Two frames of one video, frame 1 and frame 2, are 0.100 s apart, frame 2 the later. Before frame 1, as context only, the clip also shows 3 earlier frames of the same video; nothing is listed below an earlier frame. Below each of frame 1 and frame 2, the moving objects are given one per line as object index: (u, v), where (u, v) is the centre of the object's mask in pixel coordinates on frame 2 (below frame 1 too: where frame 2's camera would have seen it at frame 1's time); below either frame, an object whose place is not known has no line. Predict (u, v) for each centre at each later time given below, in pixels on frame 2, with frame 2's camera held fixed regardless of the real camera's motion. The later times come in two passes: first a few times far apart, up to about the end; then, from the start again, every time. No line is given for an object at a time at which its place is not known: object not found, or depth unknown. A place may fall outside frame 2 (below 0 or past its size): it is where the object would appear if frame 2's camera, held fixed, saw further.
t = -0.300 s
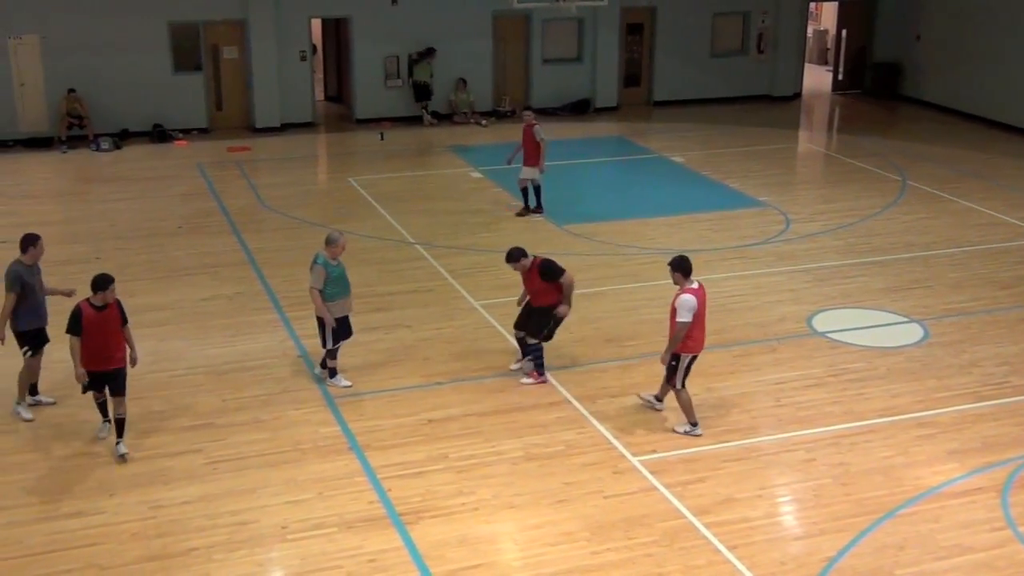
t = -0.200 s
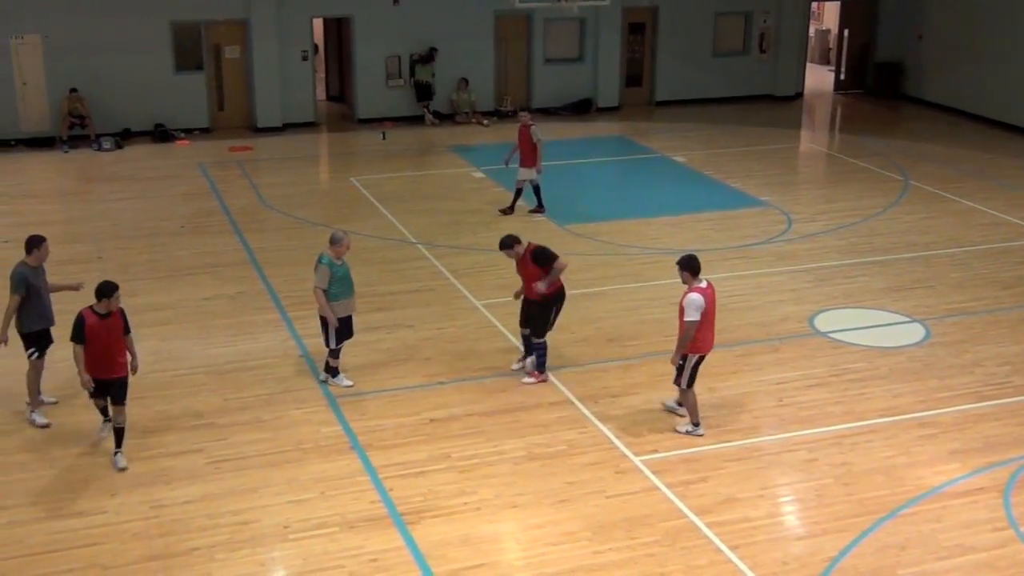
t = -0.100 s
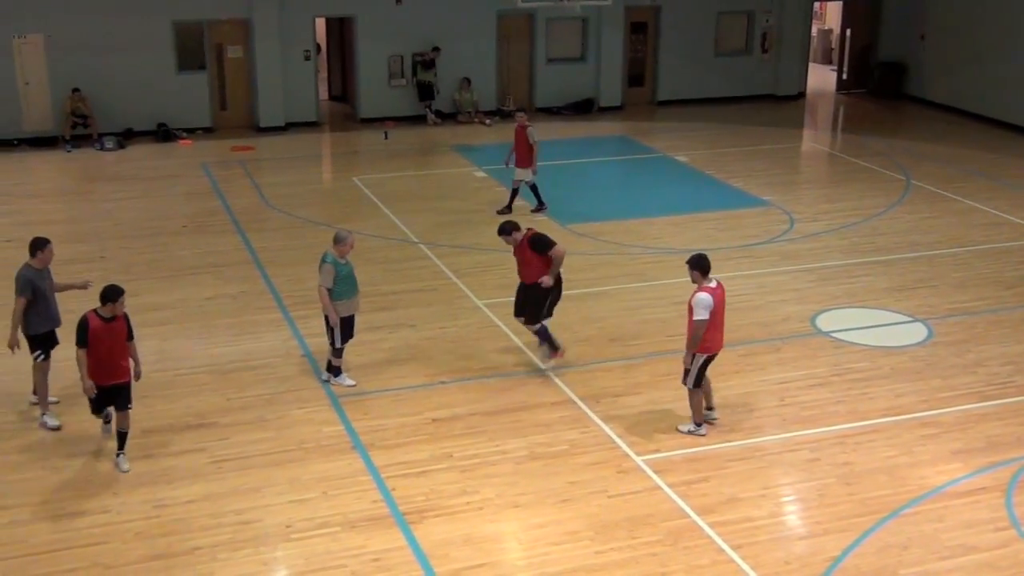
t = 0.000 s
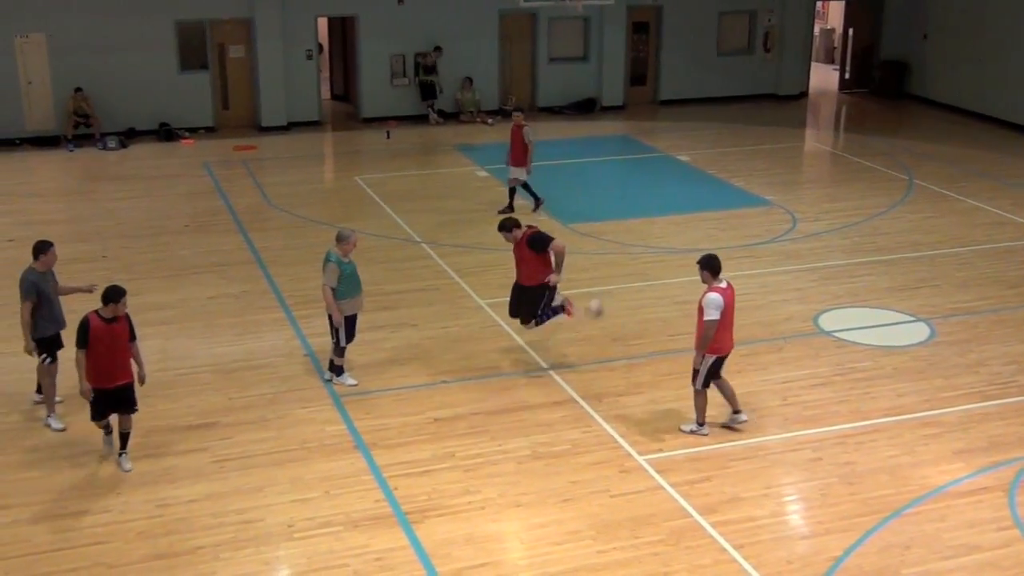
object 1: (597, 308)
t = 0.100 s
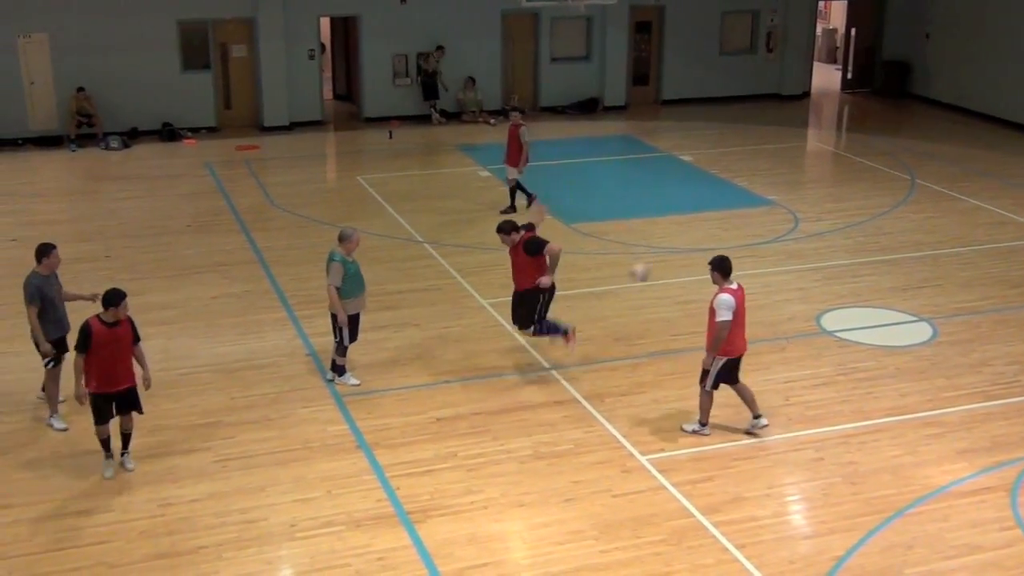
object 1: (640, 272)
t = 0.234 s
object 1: (696, 238)
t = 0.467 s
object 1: (792, 214)
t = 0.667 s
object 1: (870, 236)
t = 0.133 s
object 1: (654, 261)
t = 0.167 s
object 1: (668, 253)
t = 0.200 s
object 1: (681, 245)
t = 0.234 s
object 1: (696, 238)
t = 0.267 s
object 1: (709, 231)
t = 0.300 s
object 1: (723, 226)
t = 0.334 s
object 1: (738, 221)
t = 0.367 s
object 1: (752, 217)
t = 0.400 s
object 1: (766, 214)
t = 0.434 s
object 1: (780, 212)
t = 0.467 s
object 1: (792, 214)
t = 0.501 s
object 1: (805, 215)
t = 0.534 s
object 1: (819, 217)
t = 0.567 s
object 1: (832, 221)
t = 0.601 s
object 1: (846, 224)
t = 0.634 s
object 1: (856, 230)
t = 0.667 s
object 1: (870, 236)
